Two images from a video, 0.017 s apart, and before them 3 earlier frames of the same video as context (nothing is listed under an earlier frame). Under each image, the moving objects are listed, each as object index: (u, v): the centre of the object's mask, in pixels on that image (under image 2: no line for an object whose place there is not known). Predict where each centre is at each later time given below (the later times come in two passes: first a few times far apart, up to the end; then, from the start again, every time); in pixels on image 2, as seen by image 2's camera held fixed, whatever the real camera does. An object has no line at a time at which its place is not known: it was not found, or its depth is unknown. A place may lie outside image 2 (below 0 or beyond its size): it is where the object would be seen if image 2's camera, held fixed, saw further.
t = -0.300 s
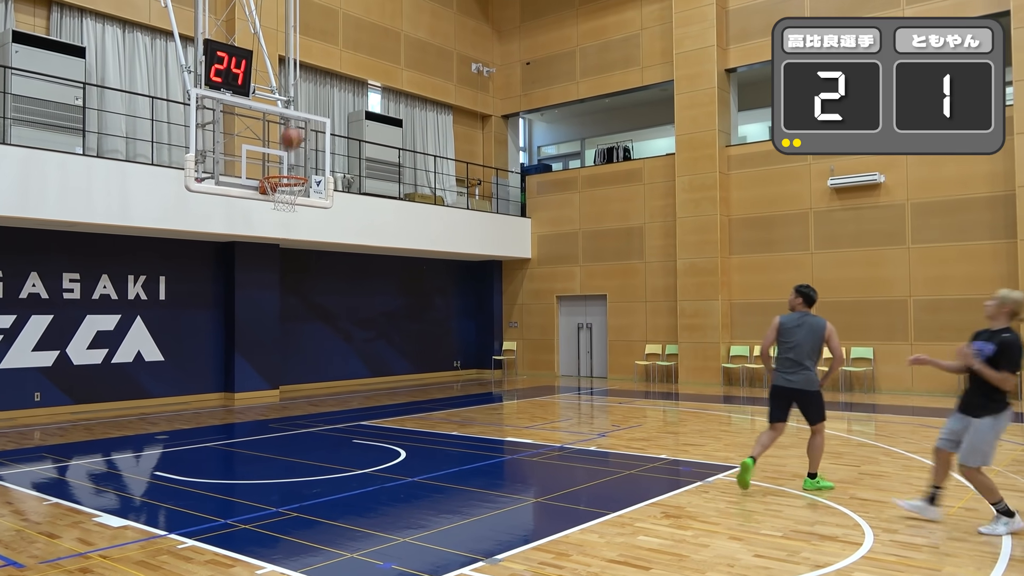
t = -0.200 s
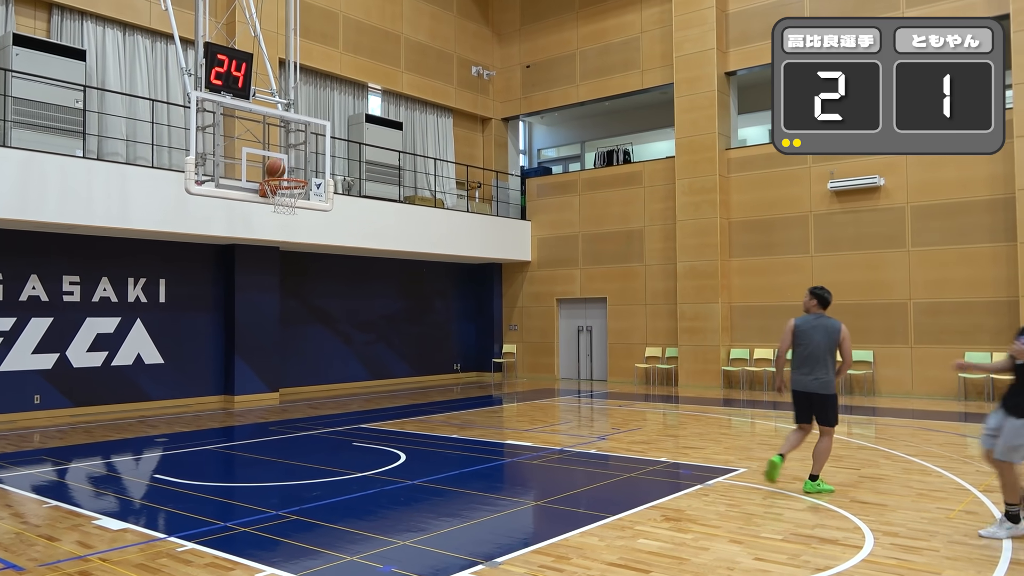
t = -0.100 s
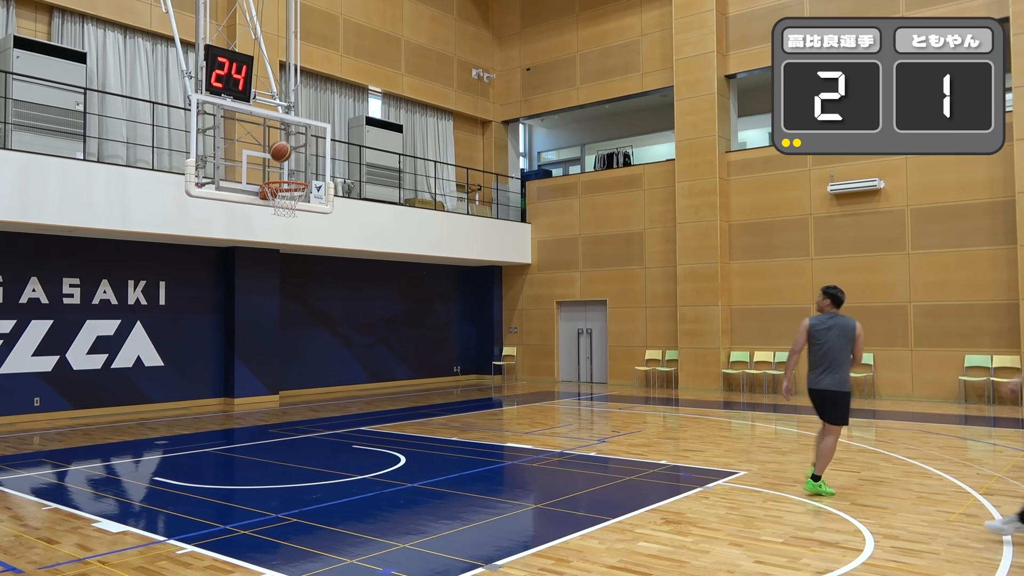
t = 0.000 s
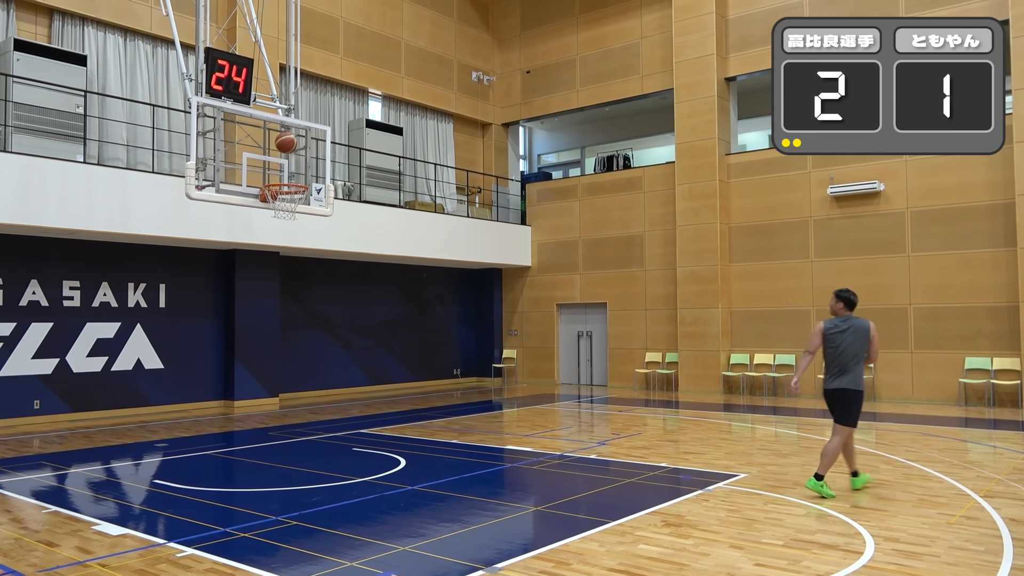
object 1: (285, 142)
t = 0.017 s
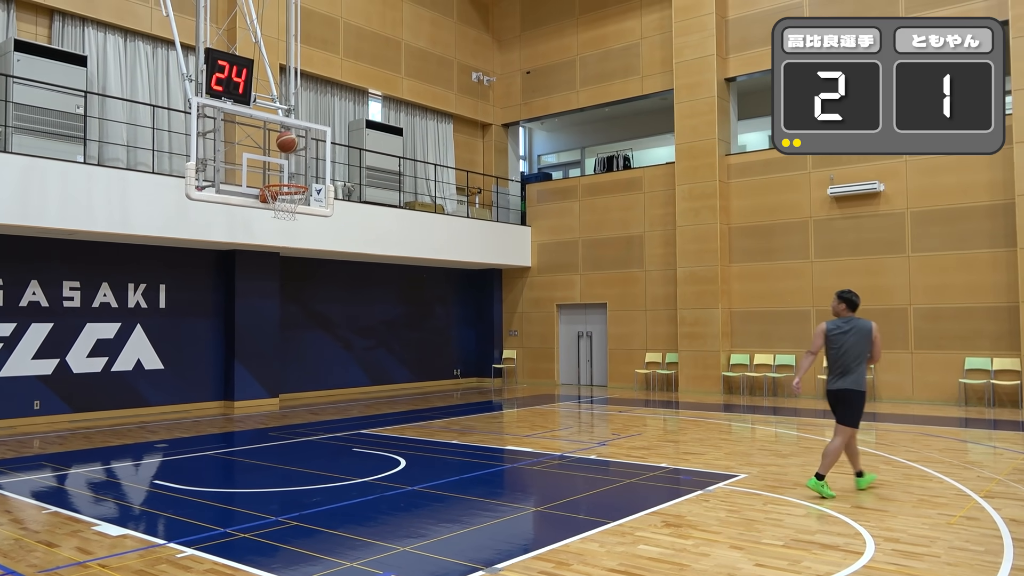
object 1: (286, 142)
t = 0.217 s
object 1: (297, 146)
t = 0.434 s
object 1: (313, 172)
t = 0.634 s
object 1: (333, 176)
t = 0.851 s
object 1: (356, 221)
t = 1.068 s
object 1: (377, 311)
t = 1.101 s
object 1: (378, 329)
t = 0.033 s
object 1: (287, 141)
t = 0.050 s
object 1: (288, 141)
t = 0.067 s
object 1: (289, 141)
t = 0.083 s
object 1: (290, 140)
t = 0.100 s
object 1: (291, 140)
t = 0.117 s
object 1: (292, 140)
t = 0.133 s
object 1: (293, 141)
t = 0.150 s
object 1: (293, 142)
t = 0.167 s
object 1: (294, 143)
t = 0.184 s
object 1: (295, 143)
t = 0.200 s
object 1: (296, 145)
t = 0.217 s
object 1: (297, 146)
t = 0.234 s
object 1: (298, 149)
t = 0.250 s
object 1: (299, 151)
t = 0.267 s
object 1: (300, 154)
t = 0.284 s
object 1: (301, 157)
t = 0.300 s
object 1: (302, 160)
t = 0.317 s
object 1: (303, 163)
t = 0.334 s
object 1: (304, 166)
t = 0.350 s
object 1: (305, 170)
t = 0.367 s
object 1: (306, 174)
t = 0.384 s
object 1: (307, 176)
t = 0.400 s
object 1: (309, 175)
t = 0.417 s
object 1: (310, 173)
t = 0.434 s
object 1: (313, 172)
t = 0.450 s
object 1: (314, 171)
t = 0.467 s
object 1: (316, 170)
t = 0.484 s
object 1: (318, 170)
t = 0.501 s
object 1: (319, 170)
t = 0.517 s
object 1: (321, 170)
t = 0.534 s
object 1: (323, 170)
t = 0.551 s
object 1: (324, 170)
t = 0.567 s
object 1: (326, 171)
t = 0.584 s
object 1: (328, 172)
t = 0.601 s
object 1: (330, 173)
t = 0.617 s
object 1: (331, 174)
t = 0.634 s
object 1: (333, 176)
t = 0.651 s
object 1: (335, 178)
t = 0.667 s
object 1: (337, 180)
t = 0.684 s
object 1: (338, 182)
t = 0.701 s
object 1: (341, 185)
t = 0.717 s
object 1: (342, 188)
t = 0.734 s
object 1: (344, 191)
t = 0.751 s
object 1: (345, 194)
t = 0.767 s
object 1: (347, 198)
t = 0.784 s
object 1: (349, 203)
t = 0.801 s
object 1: (351, 207)
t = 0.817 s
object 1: (353, 212)
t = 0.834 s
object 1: (354, 217)
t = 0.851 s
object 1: (356, 221)
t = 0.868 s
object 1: (357, 226)
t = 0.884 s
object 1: (359, 232)
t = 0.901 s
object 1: (361, 238)
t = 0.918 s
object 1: (363, 244)
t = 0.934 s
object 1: (365, 250)
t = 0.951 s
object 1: (367, 257)
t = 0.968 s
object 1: (369, 265)
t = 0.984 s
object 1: (371, 271)
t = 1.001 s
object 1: (372, 278)
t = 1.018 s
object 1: (373, 286)
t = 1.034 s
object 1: (375, 294)
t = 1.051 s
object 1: (375, 302)
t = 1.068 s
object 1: (377, 311)
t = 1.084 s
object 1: (377, 319)
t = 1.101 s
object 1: (378, 329)
